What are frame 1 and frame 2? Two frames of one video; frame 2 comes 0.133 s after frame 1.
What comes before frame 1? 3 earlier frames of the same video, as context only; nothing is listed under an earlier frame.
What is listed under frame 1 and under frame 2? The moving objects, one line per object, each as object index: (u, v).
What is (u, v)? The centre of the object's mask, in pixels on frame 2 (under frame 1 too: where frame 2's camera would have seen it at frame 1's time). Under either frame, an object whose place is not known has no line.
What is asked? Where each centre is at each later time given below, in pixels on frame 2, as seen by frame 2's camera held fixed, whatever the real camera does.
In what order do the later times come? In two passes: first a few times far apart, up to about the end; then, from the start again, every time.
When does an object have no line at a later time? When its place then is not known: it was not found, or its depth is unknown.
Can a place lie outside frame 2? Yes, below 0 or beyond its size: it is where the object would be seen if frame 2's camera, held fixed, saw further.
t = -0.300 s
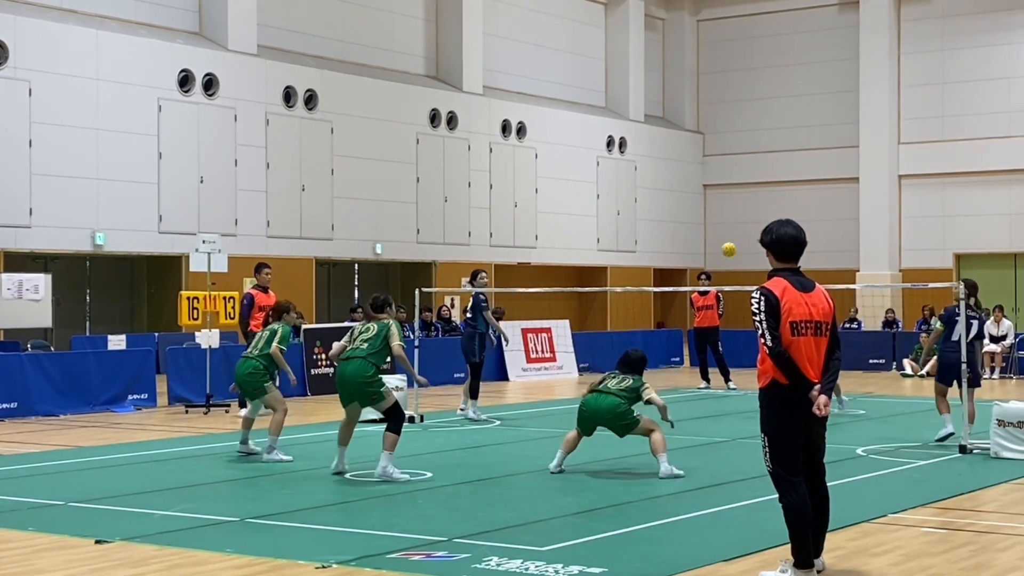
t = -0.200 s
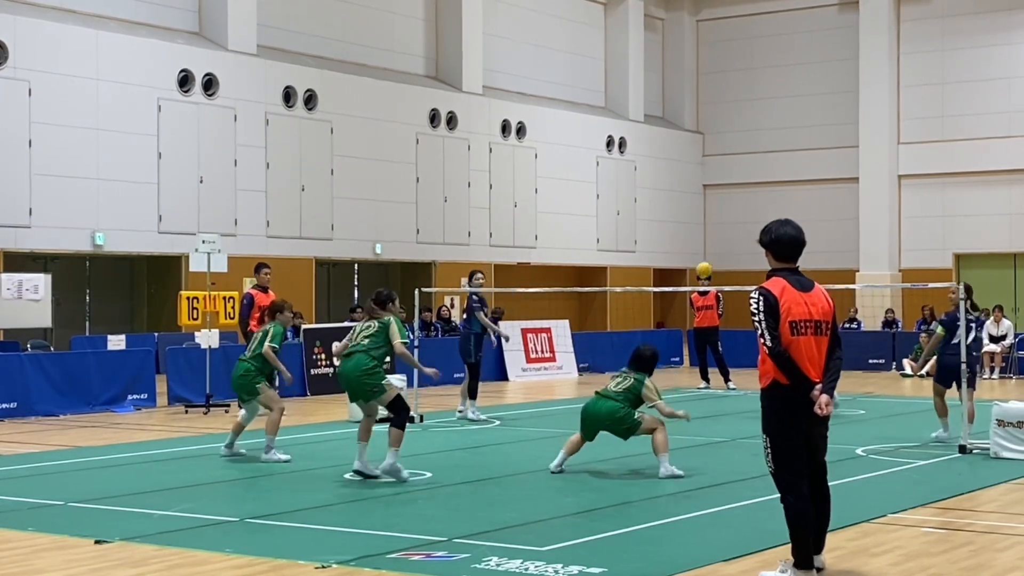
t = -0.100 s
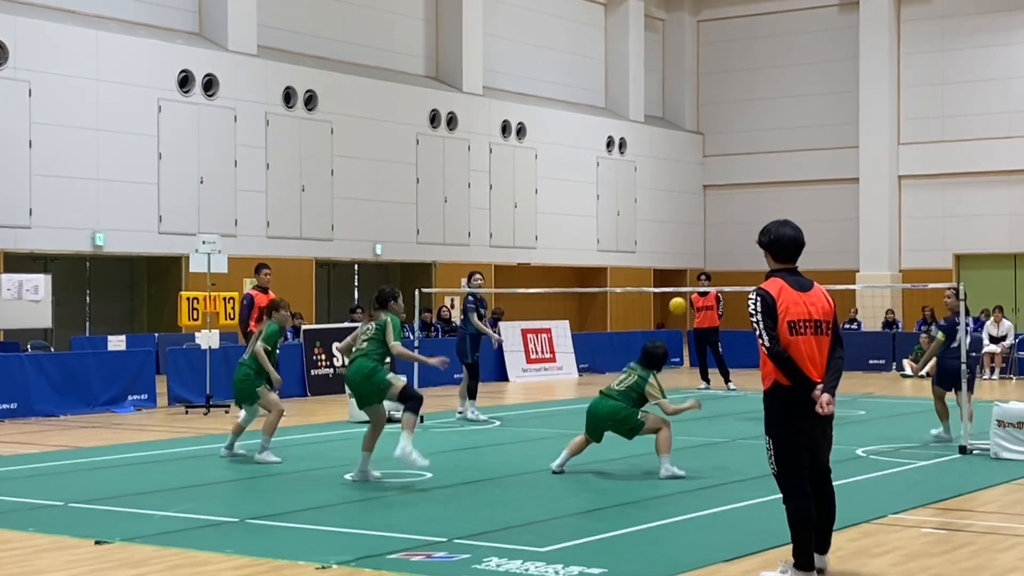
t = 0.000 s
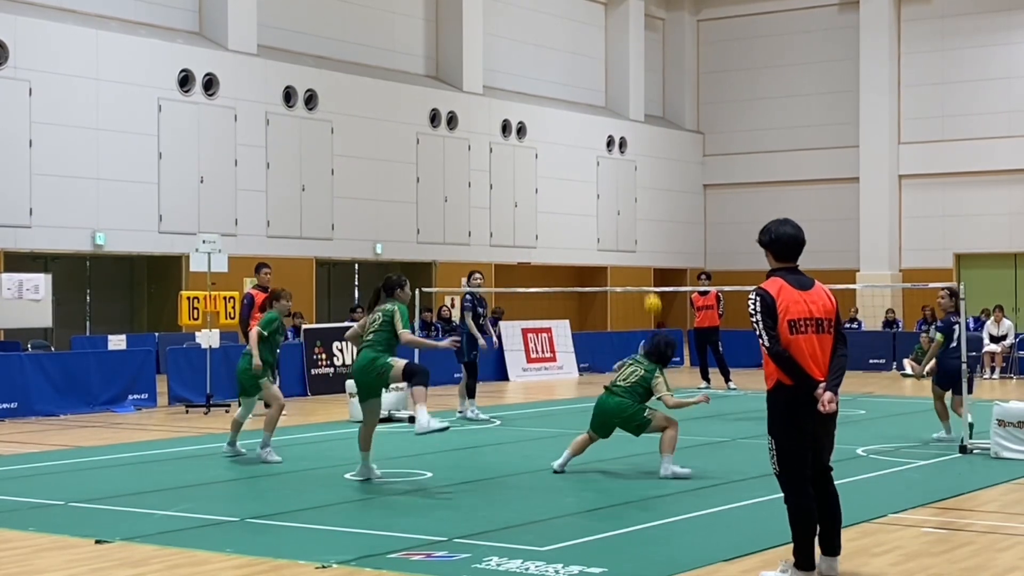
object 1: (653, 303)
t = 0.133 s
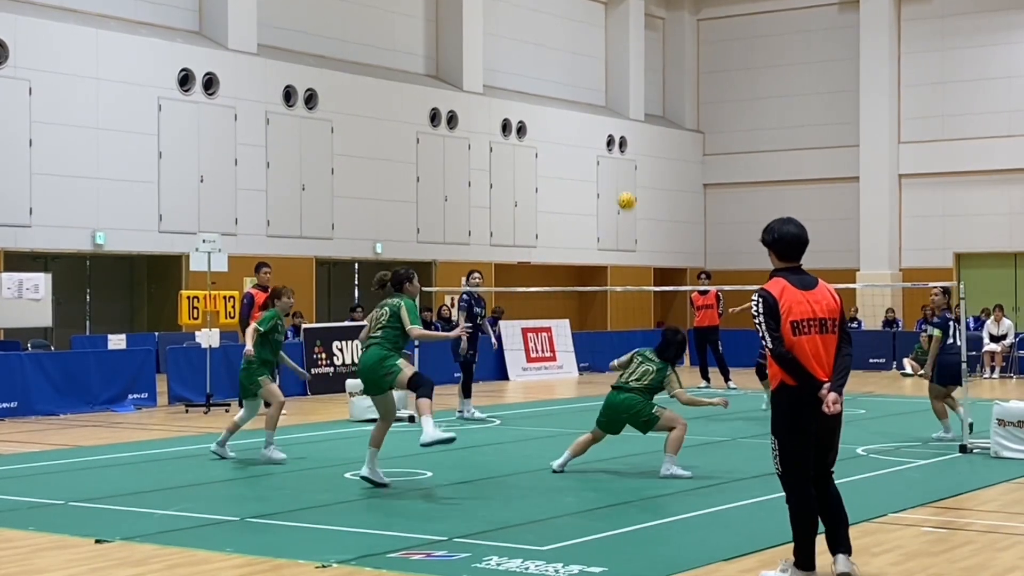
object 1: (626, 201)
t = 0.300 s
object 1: (593, 108)
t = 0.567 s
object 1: (542, 33)
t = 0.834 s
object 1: (492, 47)
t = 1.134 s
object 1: (439, 166)
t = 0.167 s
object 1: (620, 179)
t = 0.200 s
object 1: (613, 160)
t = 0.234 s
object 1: (607, 142)
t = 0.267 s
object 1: (600, 124)
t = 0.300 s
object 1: (593, 108)
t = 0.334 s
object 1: (587, 94)
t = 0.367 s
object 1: (580, 81)
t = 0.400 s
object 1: (574, 69)
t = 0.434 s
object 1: (568, 59)
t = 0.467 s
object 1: (561, 51)
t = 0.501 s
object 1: (555, 43)
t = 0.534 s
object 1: (548, 37)
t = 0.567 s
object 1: (542, 33)
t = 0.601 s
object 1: (536, 30)
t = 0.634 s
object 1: (529, 28)
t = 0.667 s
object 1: (523, 28)
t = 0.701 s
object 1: (517, 29)
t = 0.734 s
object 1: (511, 31)
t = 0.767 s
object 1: (505, 35)
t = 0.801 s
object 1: (499, 40)
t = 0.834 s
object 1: (492, 47)
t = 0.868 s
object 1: (486, 55)
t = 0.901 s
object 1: (481, 64)
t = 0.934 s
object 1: (475, 75)
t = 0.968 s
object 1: (469, 86)
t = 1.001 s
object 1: (462, 100)
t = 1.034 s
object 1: (456, 115)
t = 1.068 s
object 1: (451, 130)
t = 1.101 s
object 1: (445, 147)
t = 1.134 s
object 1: (439, 166)
